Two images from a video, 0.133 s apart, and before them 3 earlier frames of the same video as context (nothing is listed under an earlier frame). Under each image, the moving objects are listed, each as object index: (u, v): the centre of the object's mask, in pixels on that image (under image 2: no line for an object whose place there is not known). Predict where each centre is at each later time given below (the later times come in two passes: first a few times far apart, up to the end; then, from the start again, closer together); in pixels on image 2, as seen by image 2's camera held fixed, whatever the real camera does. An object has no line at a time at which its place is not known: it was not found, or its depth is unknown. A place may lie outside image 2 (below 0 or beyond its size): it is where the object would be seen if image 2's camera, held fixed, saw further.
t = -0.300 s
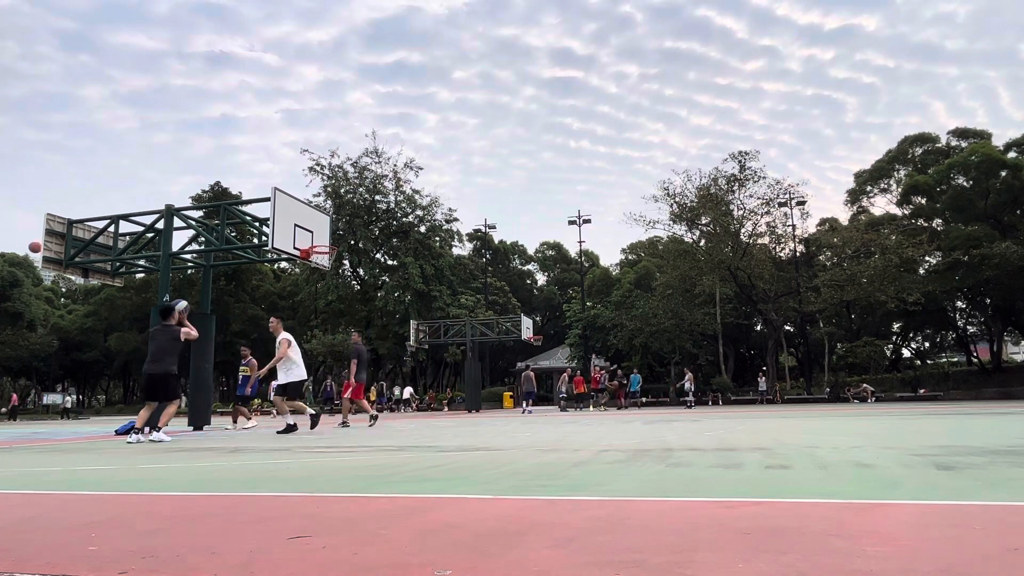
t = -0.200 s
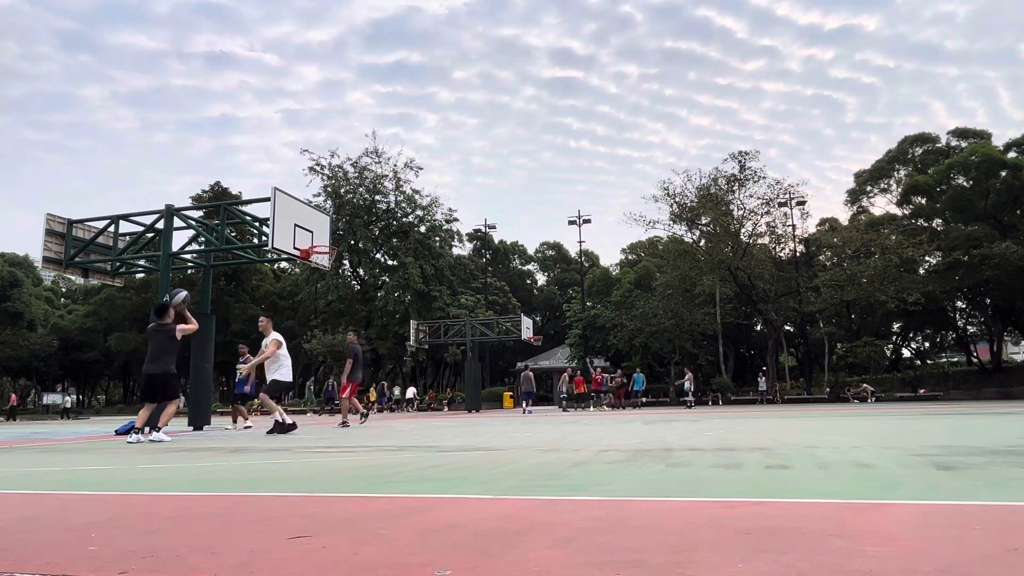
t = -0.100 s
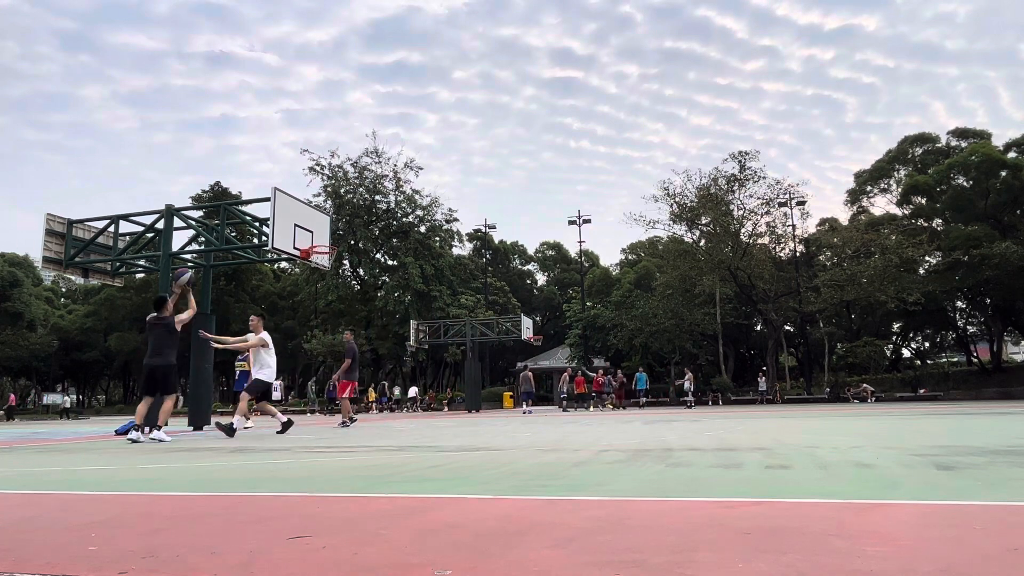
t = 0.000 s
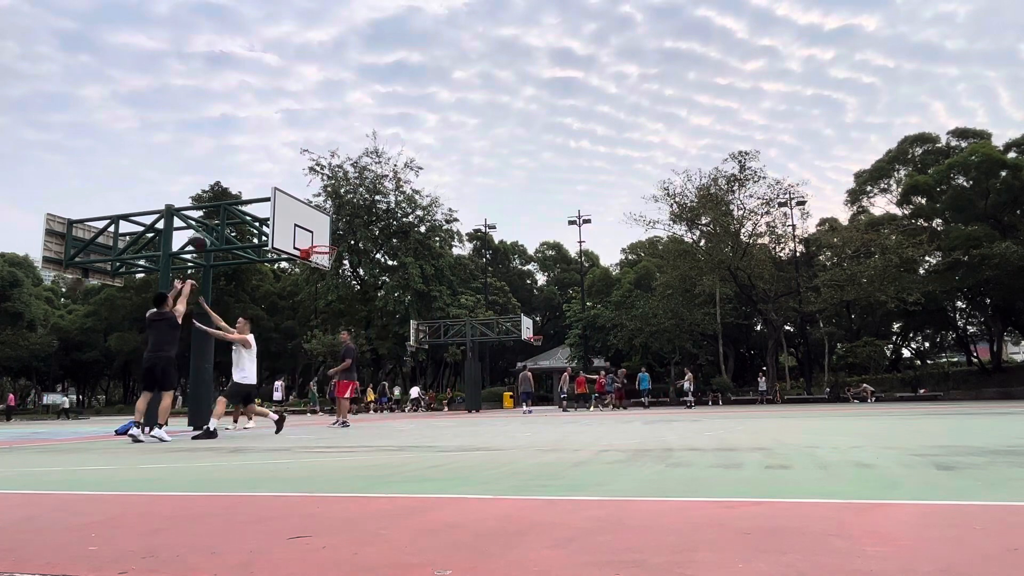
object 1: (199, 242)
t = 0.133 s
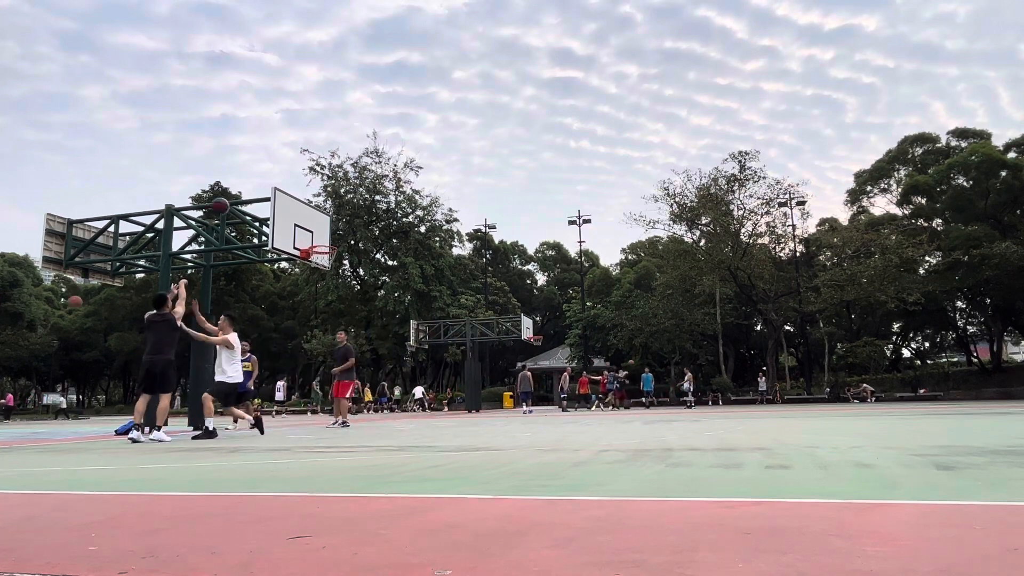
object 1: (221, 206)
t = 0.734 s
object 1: (285, 205)
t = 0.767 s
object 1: (288, 211)
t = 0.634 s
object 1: (276, 190)
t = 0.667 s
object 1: (279, 195)
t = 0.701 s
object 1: (282, 200)
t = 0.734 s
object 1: (285, 205)
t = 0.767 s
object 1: (288, 211)
